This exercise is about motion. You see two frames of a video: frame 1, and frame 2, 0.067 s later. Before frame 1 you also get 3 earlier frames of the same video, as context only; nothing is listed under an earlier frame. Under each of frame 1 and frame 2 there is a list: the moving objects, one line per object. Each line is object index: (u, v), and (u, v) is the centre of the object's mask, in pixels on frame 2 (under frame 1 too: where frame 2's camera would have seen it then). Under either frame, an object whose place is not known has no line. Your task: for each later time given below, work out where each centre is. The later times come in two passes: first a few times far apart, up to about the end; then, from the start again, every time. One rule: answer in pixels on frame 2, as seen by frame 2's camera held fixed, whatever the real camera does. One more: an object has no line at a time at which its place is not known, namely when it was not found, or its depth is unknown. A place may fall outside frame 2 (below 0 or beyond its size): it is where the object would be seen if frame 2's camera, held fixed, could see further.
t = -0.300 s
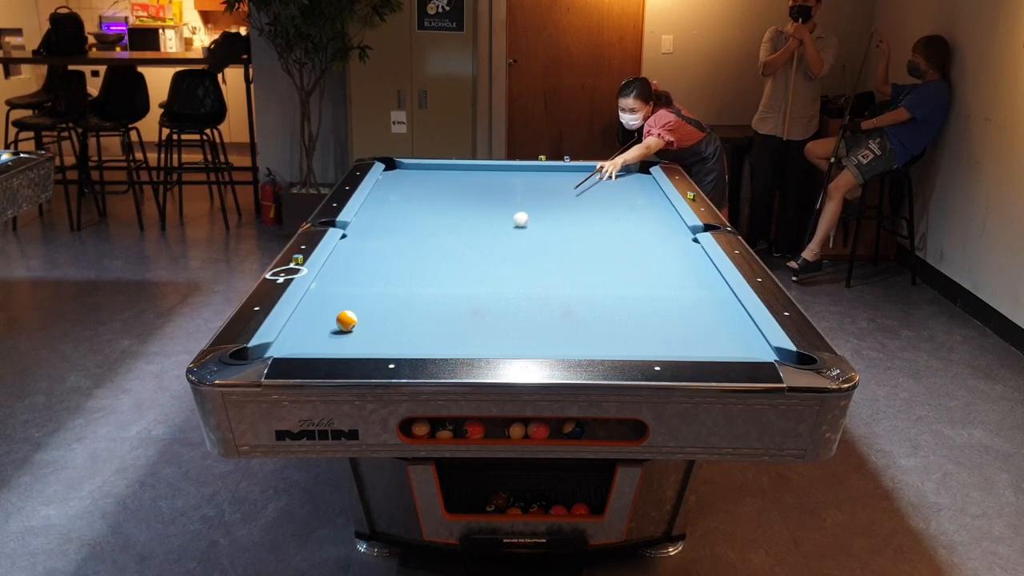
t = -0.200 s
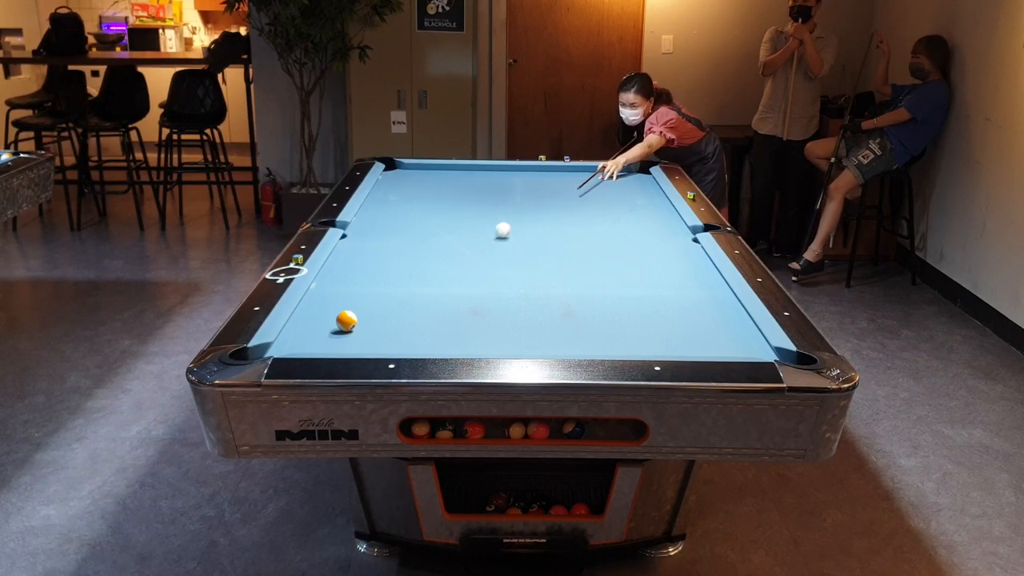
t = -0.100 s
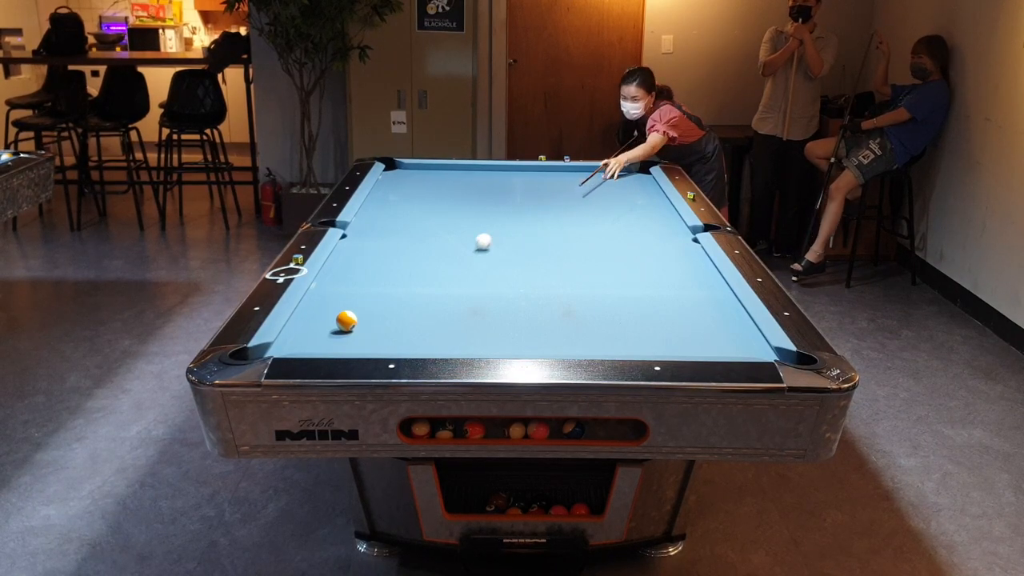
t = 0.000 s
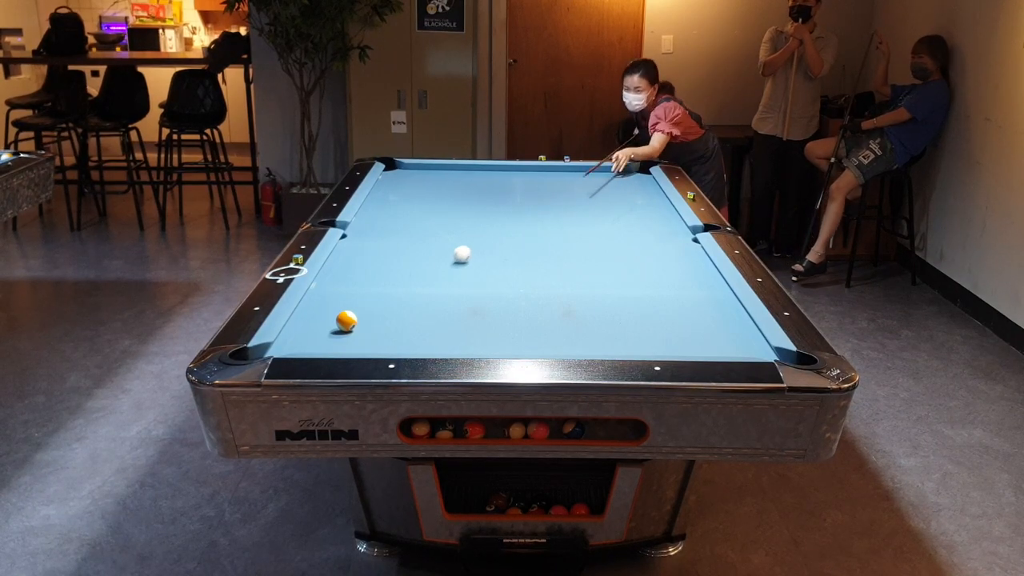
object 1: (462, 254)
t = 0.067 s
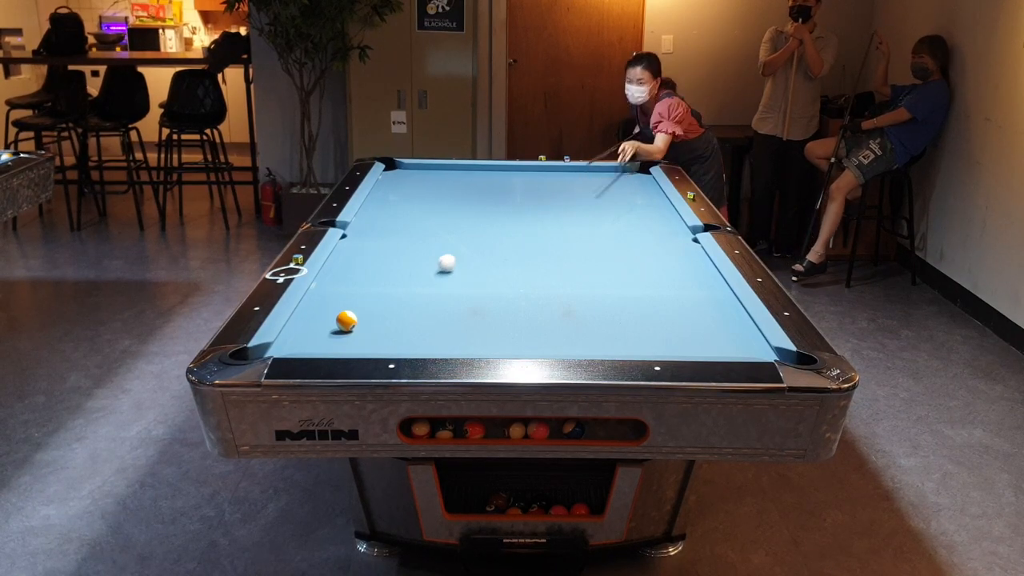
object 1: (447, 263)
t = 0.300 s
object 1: (384, 300)
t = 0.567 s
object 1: (355, 321)
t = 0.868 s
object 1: (337, 337)
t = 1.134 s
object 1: (321, 347)
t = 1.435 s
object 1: (319, 343)
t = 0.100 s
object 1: (438, 268)
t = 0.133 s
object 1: (430, 273)
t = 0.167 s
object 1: (421, 278)
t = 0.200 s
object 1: (413, 283)
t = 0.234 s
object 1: (403, 288)
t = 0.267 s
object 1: (394, 294)
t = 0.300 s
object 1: (384, 300)
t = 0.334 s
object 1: (374, 306)
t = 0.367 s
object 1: (364, 312)
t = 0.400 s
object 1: (359, 315)
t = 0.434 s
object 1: (359, 316)
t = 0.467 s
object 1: (359, 317)
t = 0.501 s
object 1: (358, 318)
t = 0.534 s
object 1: (357, 319)
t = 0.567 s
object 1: (355, 321)
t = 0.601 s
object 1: (353, 323)
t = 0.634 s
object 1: (351, 325)
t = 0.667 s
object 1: (349, 326)
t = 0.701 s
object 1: (347, 328)
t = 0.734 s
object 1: (345, 330)
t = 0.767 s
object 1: (343, 332)
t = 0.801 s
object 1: (341, 334)
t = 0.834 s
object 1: (339, 335)
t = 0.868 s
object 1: (337, 337)
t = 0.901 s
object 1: (335, 339)
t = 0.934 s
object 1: (333, 341)
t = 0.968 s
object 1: (331, 342)
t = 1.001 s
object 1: (329, 343)
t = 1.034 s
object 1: (327, 344)
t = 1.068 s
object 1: (325, 345)
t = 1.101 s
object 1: (322, 346)
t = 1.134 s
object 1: (321, 347)
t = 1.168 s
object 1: (320, 347)
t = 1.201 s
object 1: (319, 347)
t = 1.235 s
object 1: (319, 346)
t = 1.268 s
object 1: (319, 345)
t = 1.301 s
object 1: (319, 345)
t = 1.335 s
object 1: (319, 344)
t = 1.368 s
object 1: (319, 344)
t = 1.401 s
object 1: (319, 343)
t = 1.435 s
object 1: (319, 343)
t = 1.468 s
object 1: (319, 342)
